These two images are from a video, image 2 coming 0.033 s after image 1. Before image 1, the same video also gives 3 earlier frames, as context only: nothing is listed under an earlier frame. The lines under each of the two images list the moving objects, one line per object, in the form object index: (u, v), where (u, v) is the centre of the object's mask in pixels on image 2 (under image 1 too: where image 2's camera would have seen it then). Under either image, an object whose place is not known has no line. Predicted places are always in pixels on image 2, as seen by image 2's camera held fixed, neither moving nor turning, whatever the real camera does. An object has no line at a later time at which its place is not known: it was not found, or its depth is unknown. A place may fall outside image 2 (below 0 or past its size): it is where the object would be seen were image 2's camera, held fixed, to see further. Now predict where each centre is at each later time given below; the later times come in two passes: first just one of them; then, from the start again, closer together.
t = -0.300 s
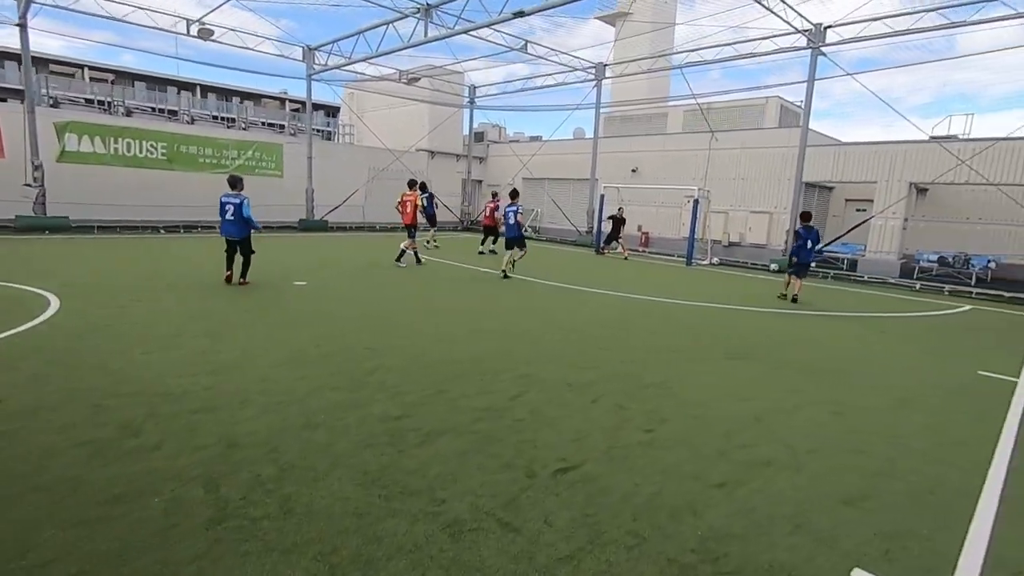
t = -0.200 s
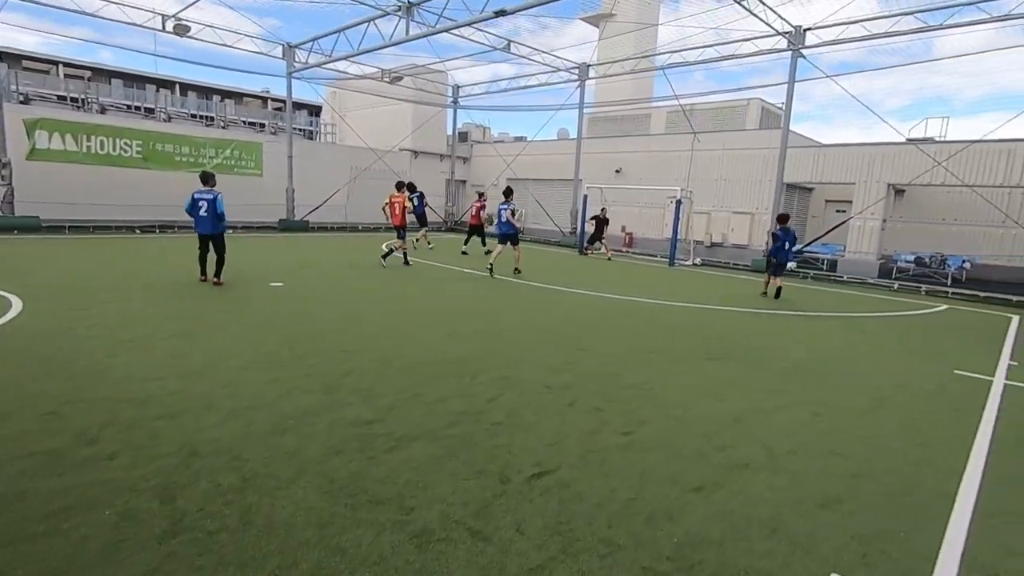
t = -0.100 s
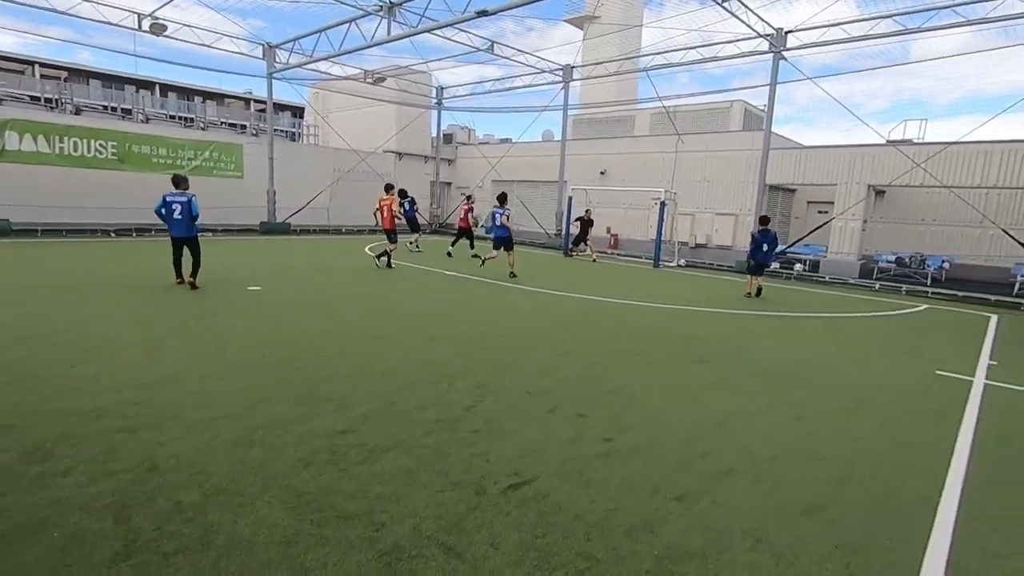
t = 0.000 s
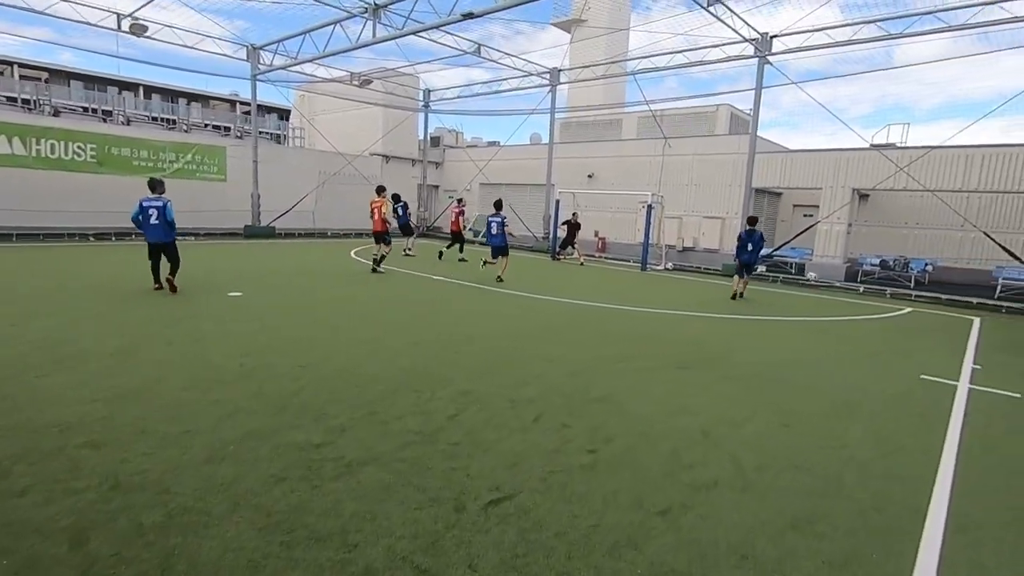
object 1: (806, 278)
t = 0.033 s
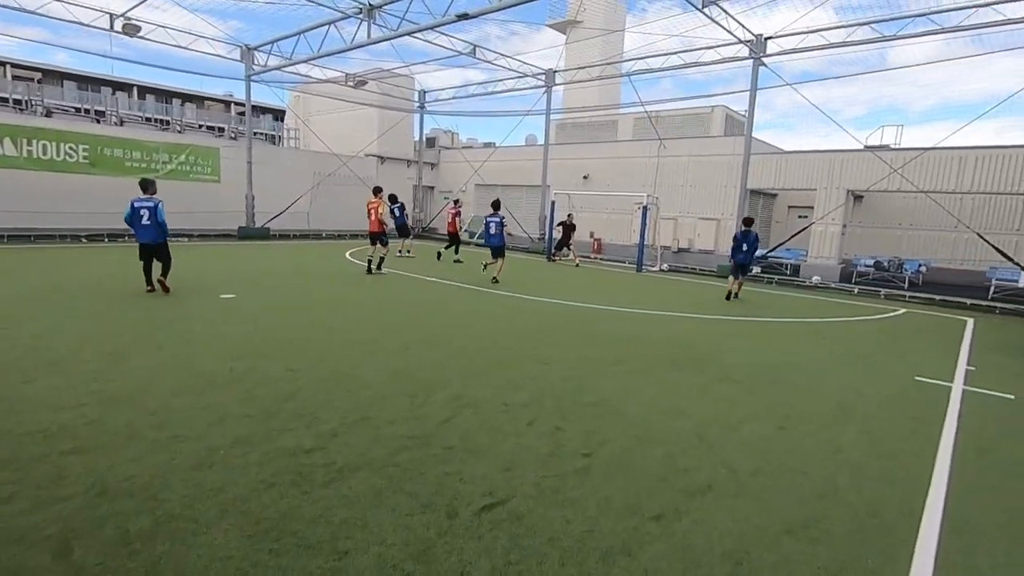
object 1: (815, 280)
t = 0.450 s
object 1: (948, 309)
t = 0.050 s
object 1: (822, 282)
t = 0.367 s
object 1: (920, 301)
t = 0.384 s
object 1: (925, 302)
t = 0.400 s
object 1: (931, 304)
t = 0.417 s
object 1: (936, 305)
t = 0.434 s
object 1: (942, 307)
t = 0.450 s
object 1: (948, 309)
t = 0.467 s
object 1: (953, 309)
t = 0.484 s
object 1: (959, 310)
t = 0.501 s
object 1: (965, 309)
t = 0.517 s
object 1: (971, 310)
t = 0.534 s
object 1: (977, 310)
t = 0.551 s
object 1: (983, 311)
